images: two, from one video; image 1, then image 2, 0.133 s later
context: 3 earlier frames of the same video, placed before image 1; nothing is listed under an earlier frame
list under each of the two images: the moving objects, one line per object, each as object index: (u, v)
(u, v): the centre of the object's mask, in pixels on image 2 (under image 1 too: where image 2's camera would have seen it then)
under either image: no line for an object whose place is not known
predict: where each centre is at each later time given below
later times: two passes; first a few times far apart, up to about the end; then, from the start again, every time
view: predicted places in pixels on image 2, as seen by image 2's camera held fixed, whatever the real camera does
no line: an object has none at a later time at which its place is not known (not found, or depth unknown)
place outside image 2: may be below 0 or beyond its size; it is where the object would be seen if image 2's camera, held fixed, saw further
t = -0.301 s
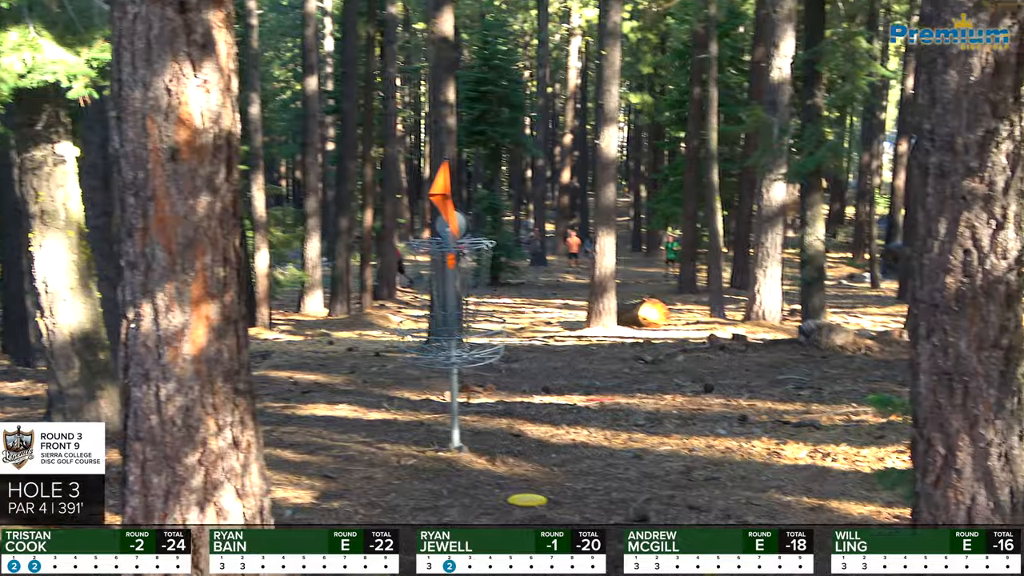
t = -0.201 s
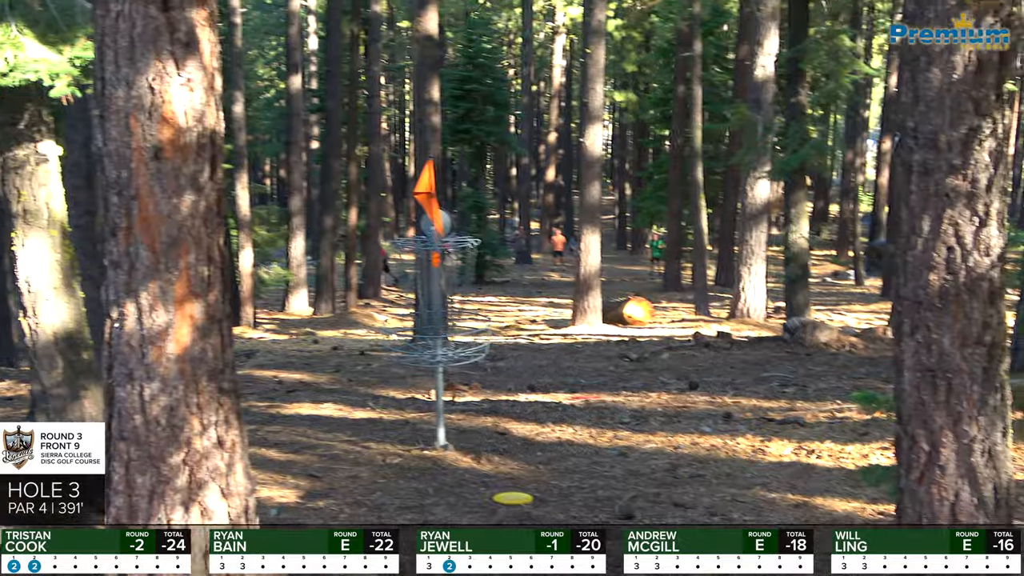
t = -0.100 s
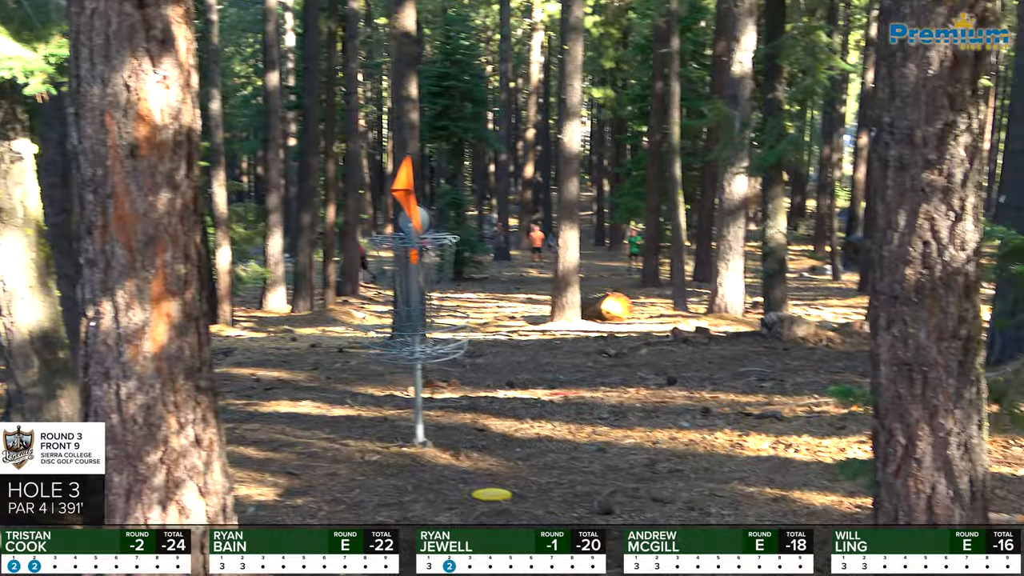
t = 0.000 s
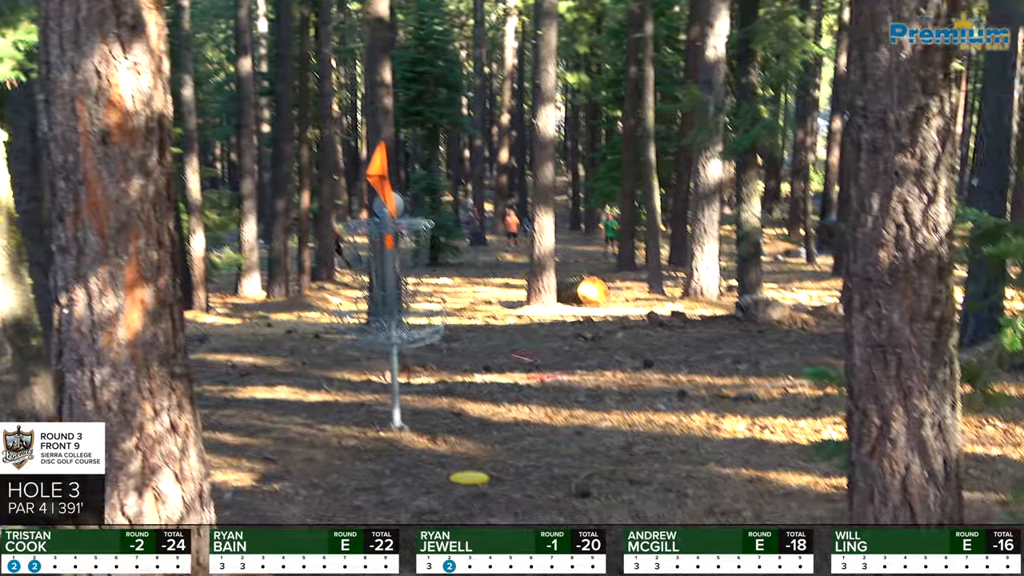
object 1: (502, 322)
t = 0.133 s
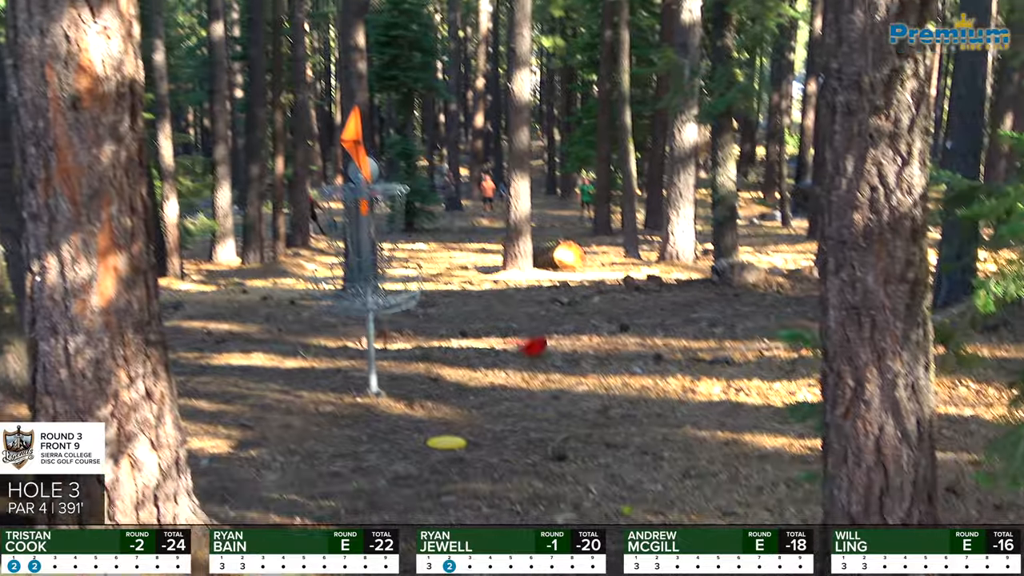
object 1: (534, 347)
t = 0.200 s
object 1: (538, 332)
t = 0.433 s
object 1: (551, 299)
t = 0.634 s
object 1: (555, 313)
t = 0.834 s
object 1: (557, 364)
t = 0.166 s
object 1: (534, 340)
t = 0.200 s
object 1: (538, 332)
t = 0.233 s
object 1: (540, 326)
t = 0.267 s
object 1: (541, 319)
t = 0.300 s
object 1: (547, 312)
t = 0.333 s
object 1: (545, 310)
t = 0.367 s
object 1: (548, 305)
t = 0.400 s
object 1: (548, 303)
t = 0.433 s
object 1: (551, 299)
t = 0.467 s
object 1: (551, 298)
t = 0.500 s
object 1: (552, 298)
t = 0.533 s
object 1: (551, 297)
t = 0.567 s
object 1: (553, 300)
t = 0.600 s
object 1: (554, 302)
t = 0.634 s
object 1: (555, 313)
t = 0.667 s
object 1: (554, 316)
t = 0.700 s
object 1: (555, 319)
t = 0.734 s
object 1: (555, 327)
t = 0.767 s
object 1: (555, 337)
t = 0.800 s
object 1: (556, 351)
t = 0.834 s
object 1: (557, 364)
